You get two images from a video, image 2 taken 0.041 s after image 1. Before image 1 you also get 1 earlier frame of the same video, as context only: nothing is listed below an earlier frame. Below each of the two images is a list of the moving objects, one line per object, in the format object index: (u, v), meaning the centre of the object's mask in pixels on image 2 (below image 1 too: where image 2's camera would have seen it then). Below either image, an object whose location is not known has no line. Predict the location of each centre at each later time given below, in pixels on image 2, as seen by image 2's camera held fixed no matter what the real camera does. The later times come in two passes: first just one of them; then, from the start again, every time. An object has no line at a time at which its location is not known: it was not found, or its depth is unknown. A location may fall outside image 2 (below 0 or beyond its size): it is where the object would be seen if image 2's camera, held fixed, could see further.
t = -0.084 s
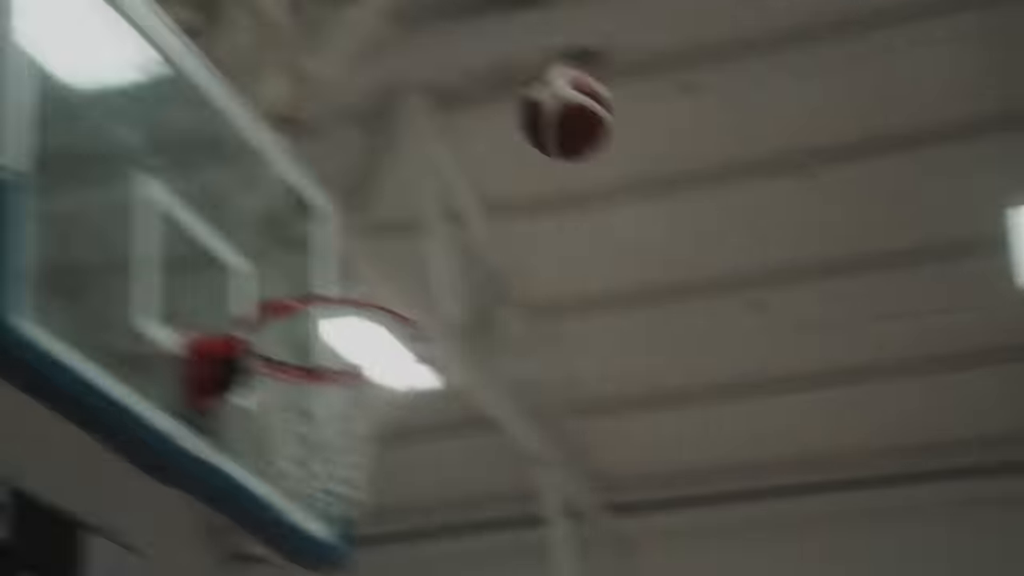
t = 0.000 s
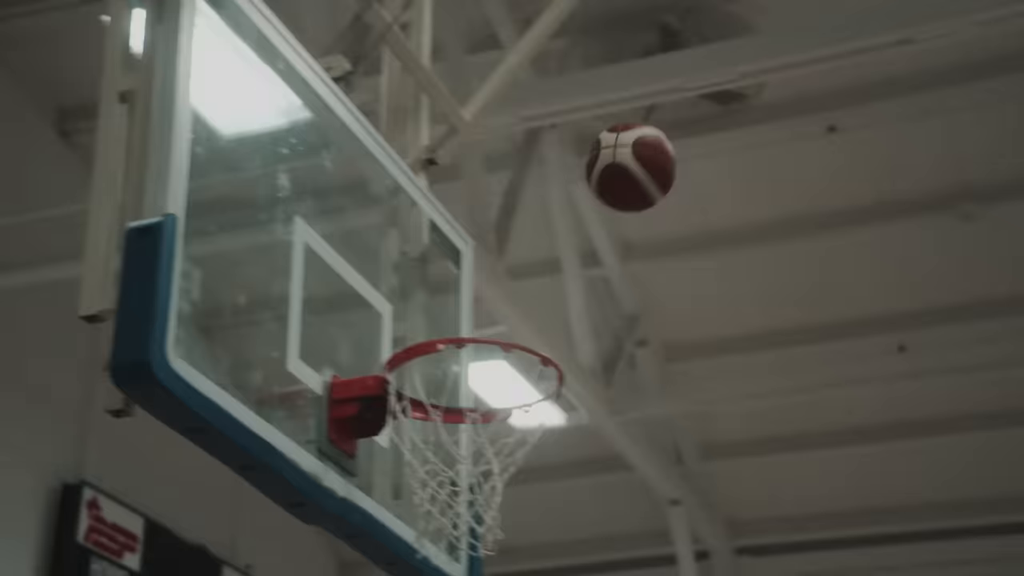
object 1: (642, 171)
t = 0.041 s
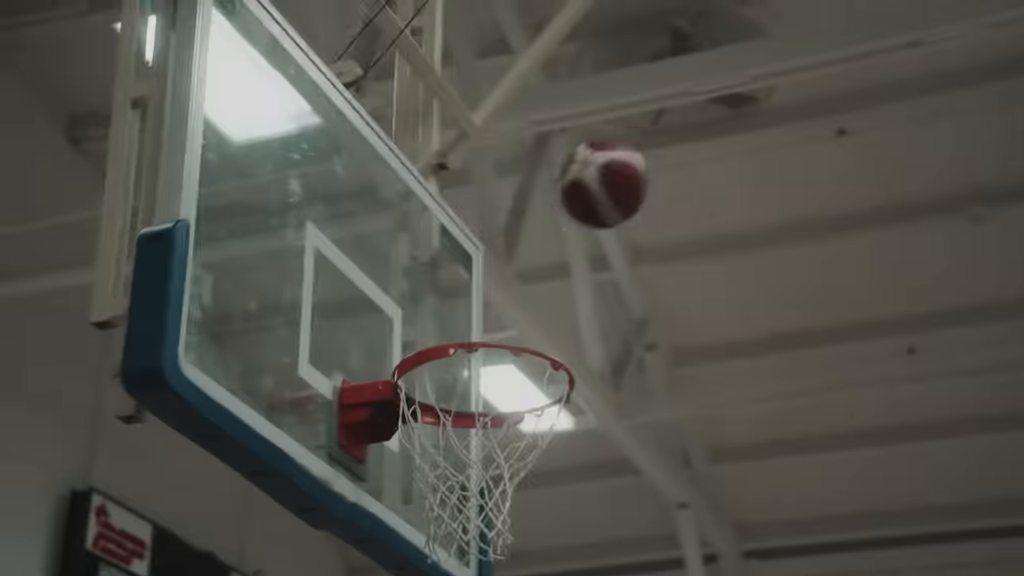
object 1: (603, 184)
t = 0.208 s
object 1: (447, 290)
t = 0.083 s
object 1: (564, 202)
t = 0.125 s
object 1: (523, 226)
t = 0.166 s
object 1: (486, 255)
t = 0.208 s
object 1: (447, 290)
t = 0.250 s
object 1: (405, 326)
